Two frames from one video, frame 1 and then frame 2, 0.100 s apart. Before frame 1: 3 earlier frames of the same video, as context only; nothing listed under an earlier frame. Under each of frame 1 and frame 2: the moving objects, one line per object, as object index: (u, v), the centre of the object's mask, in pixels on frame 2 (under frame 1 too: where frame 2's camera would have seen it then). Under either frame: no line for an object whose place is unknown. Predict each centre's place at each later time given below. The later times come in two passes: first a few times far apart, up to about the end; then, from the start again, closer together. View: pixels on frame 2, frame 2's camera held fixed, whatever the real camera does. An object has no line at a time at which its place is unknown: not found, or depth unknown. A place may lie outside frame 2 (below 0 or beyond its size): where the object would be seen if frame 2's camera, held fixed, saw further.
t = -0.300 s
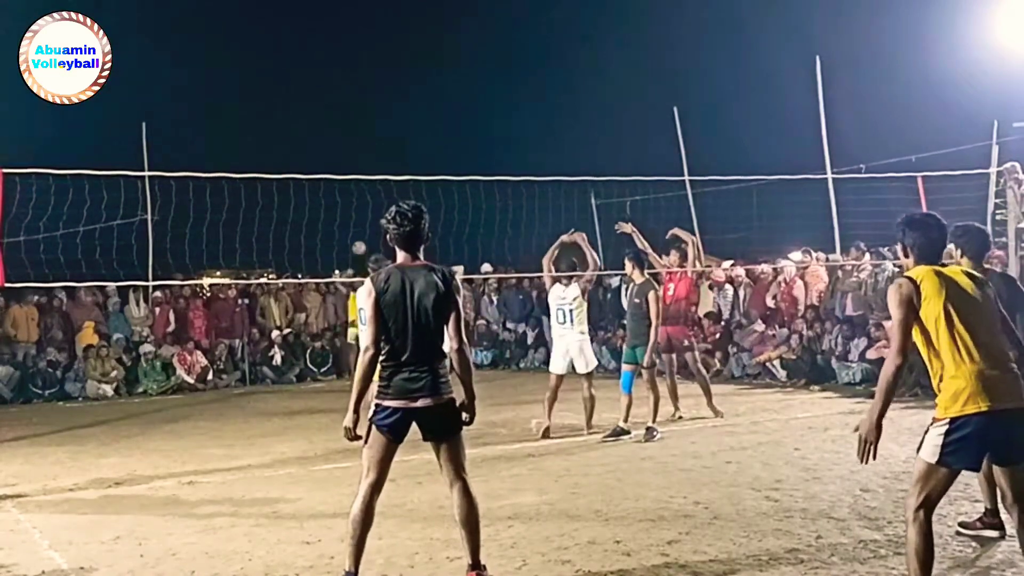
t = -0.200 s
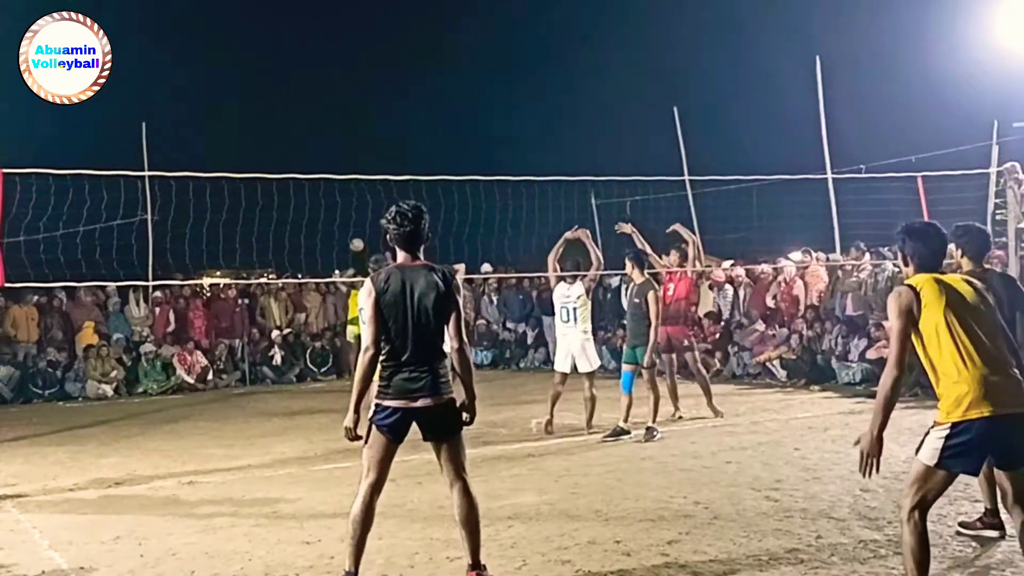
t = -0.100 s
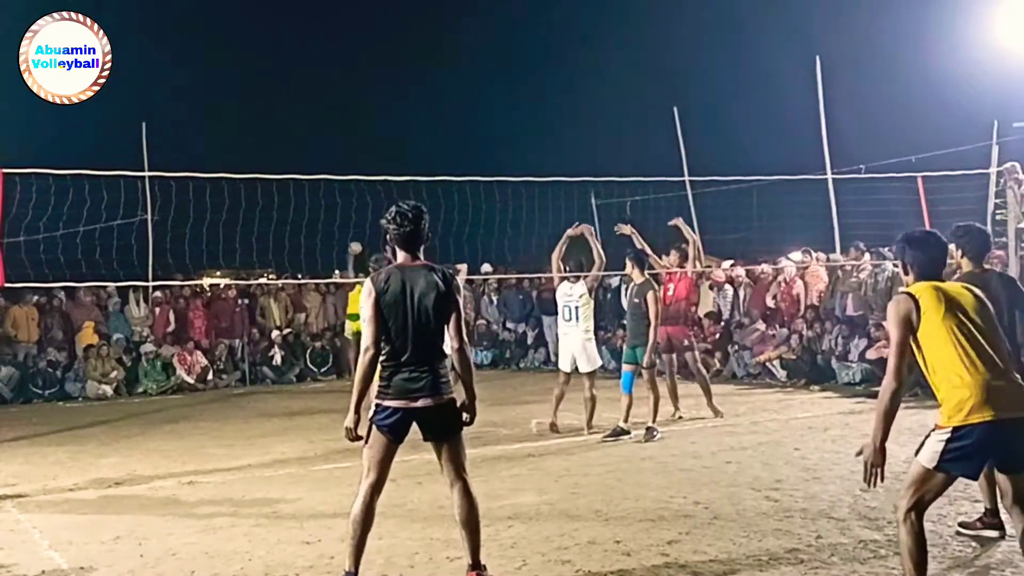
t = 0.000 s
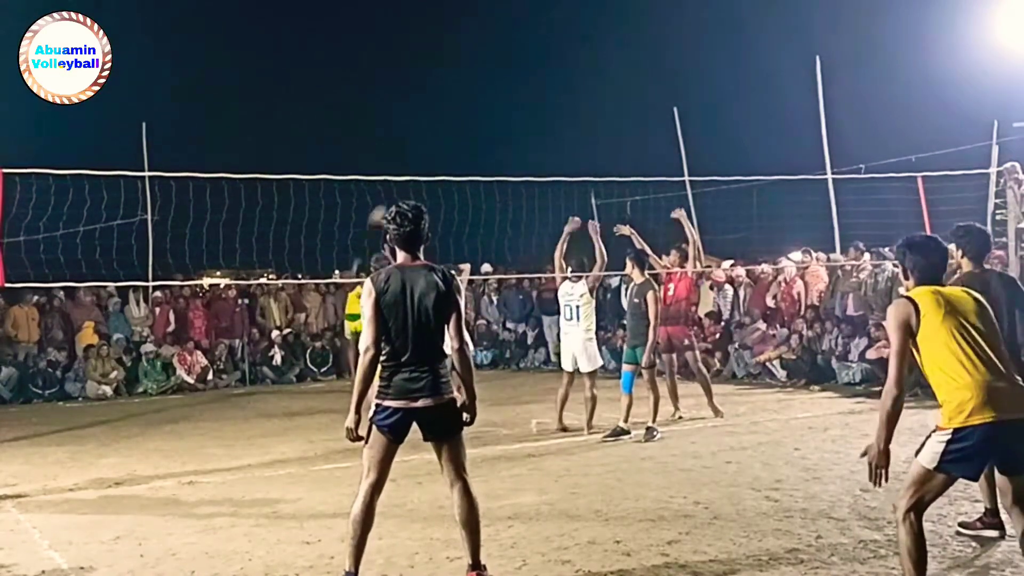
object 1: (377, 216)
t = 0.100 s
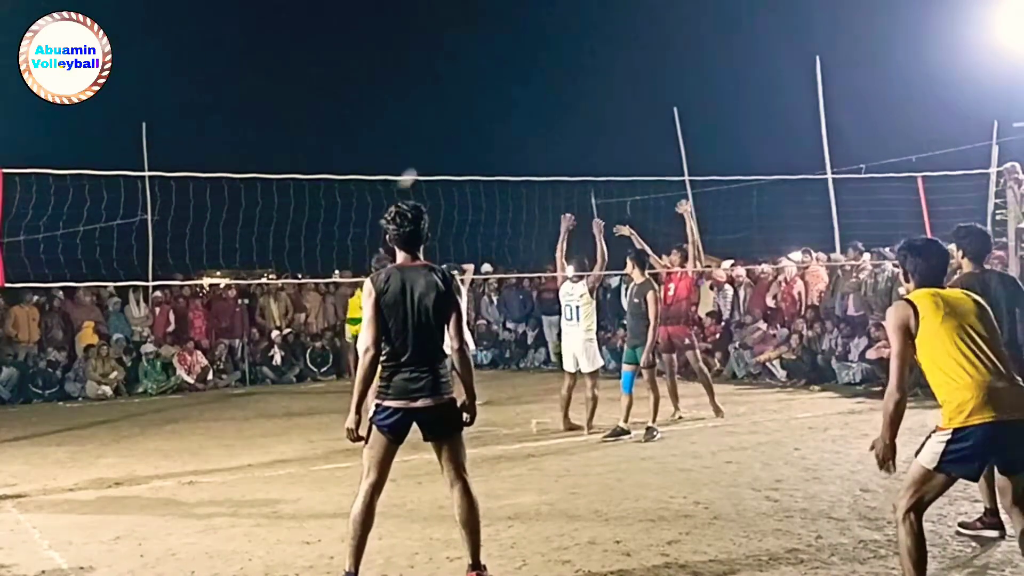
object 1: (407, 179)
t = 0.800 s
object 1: (792, 98)
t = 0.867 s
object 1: (855, 118)
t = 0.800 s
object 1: (792, 98)
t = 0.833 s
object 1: (821, 107)
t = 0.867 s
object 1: (855, 118)
